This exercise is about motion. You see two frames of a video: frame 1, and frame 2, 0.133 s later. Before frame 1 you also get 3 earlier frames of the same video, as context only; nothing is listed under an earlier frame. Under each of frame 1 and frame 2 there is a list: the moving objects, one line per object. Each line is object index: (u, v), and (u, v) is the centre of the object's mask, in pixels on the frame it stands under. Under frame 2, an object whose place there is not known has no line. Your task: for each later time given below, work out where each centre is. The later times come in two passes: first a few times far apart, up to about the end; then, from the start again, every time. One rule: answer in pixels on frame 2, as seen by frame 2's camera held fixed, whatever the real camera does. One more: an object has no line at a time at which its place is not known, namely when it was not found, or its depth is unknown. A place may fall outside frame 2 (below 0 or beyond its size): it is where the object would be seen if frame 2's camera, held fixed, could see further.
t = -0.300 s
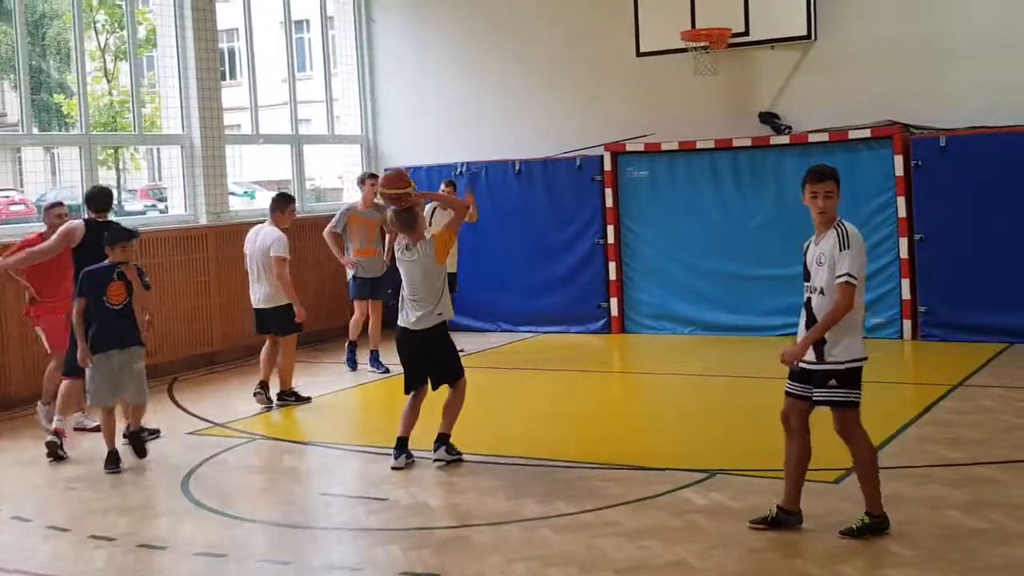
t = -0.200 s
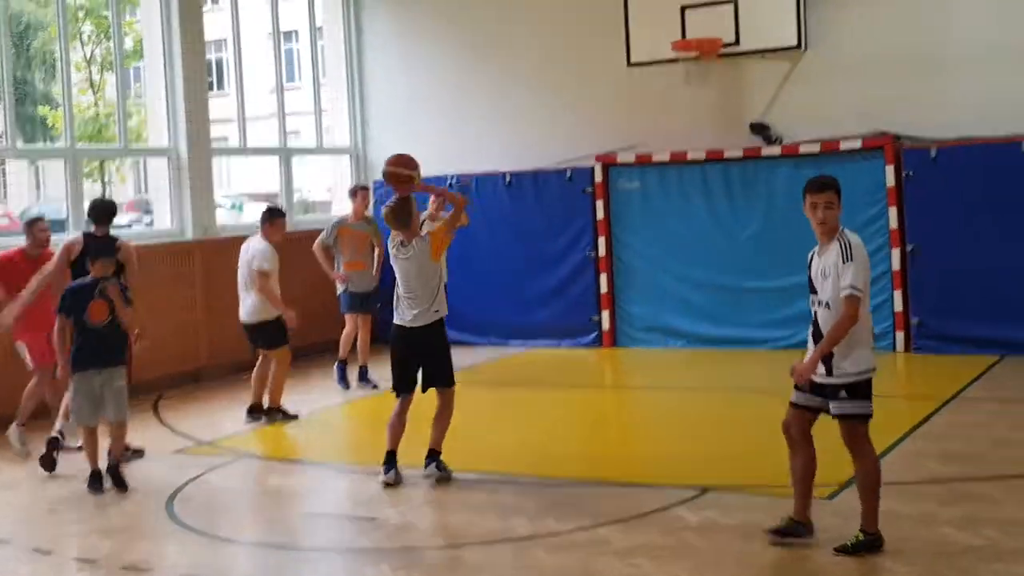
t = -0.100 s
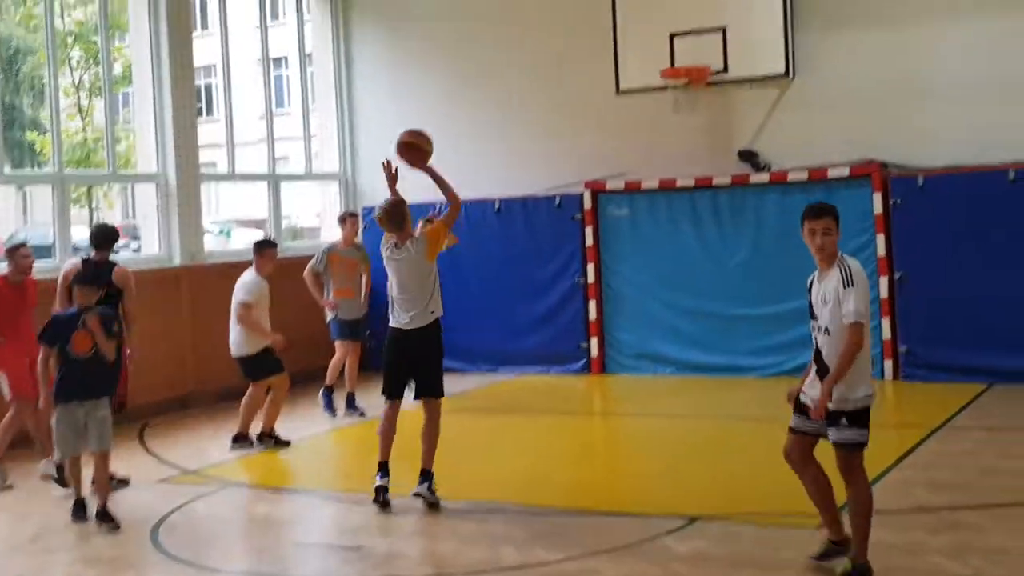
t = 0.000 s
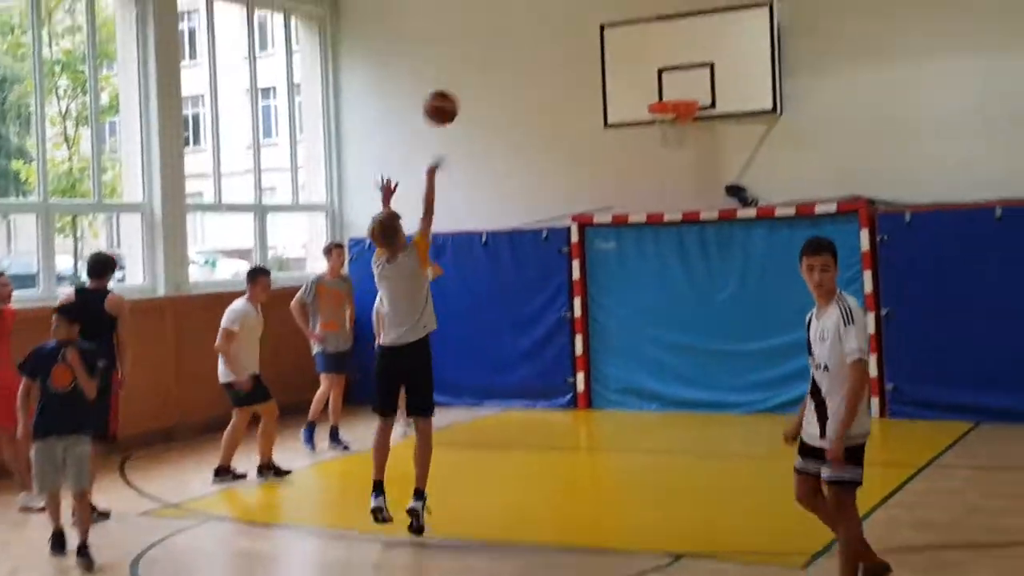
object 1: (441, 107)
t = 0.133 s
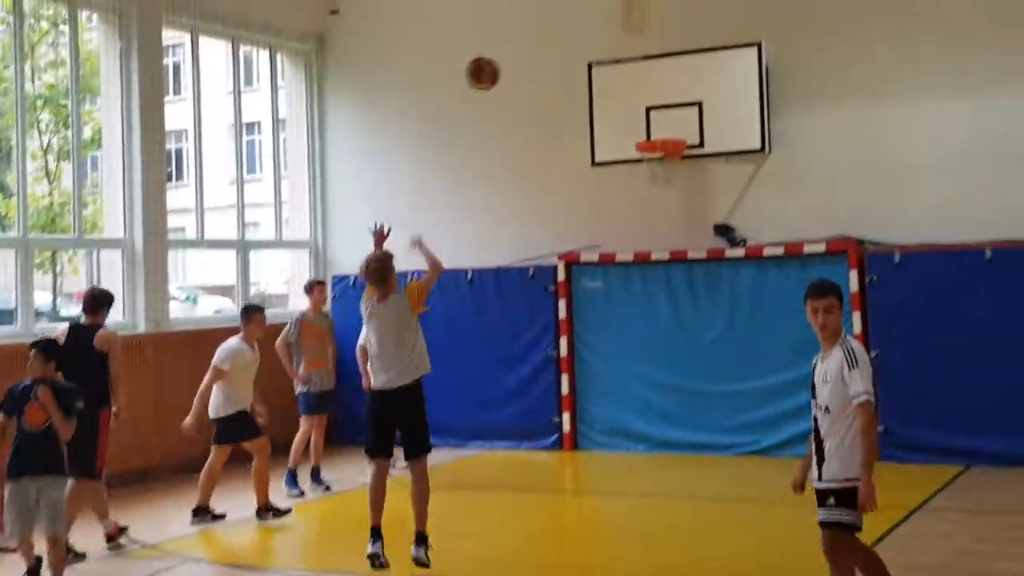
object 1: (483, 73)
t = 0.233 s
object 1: (519, 42)
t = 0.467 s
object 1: (593, 24)
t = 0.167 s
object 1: (495, 61)
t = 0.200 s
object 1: (508, 51)
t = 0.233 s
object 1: (519, 42)
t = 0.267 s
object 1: (531, 34)
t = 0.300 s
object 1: (542, 29)
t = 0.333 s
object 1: (553, 26)
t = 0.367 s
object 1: (563, 23)
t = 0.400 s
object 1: (573, 22)
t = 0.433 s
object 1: (583, 23)
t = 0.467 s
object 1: (593, 24)
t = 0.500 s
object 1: (602, 27)
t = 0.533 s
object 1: (611, 31)
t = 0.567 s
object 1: (621, 38)
